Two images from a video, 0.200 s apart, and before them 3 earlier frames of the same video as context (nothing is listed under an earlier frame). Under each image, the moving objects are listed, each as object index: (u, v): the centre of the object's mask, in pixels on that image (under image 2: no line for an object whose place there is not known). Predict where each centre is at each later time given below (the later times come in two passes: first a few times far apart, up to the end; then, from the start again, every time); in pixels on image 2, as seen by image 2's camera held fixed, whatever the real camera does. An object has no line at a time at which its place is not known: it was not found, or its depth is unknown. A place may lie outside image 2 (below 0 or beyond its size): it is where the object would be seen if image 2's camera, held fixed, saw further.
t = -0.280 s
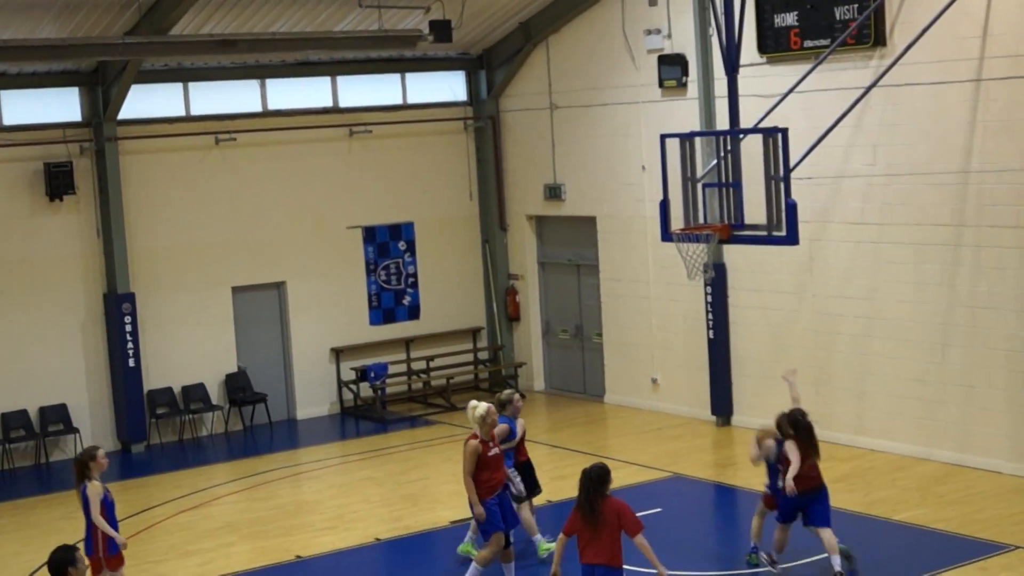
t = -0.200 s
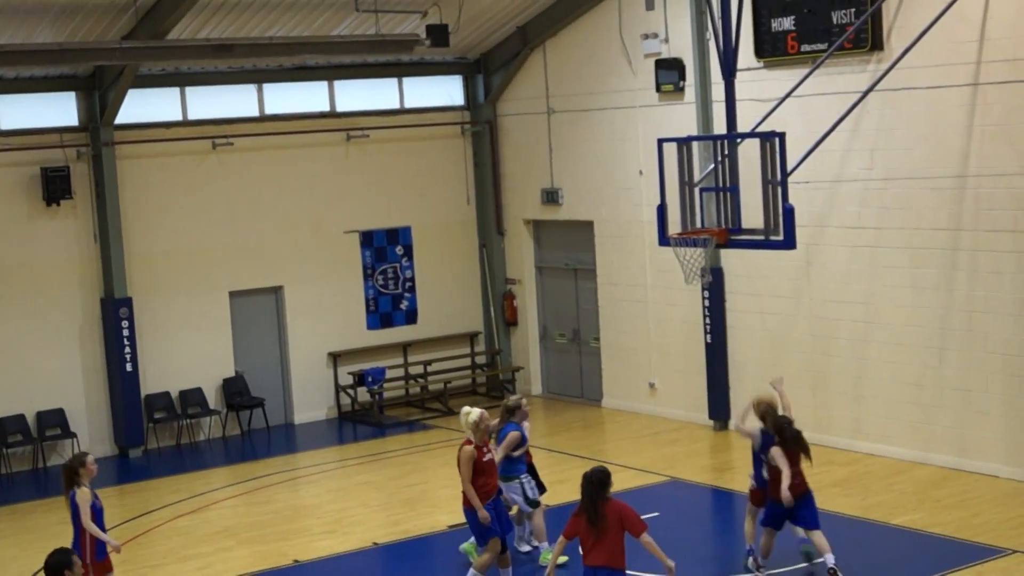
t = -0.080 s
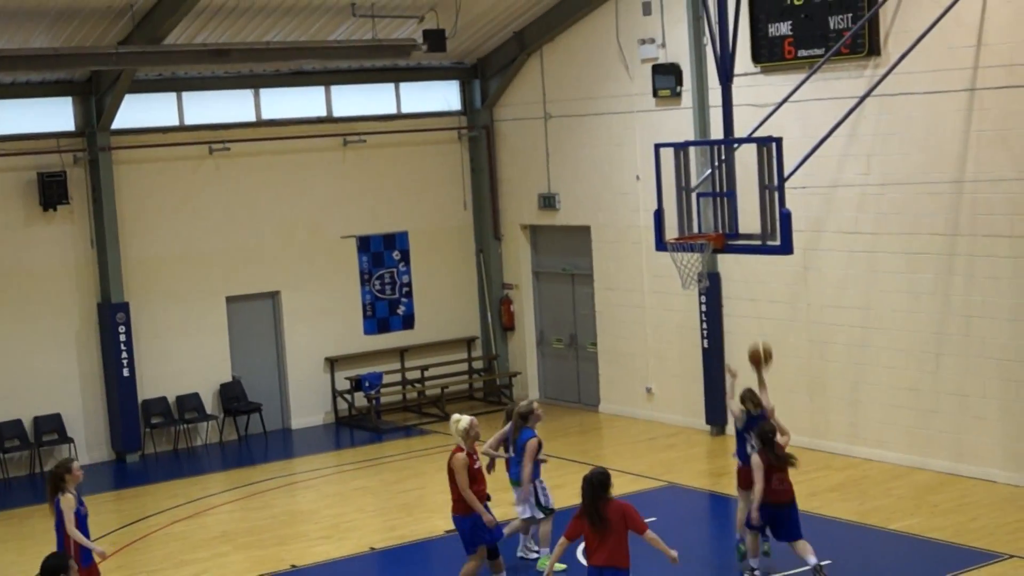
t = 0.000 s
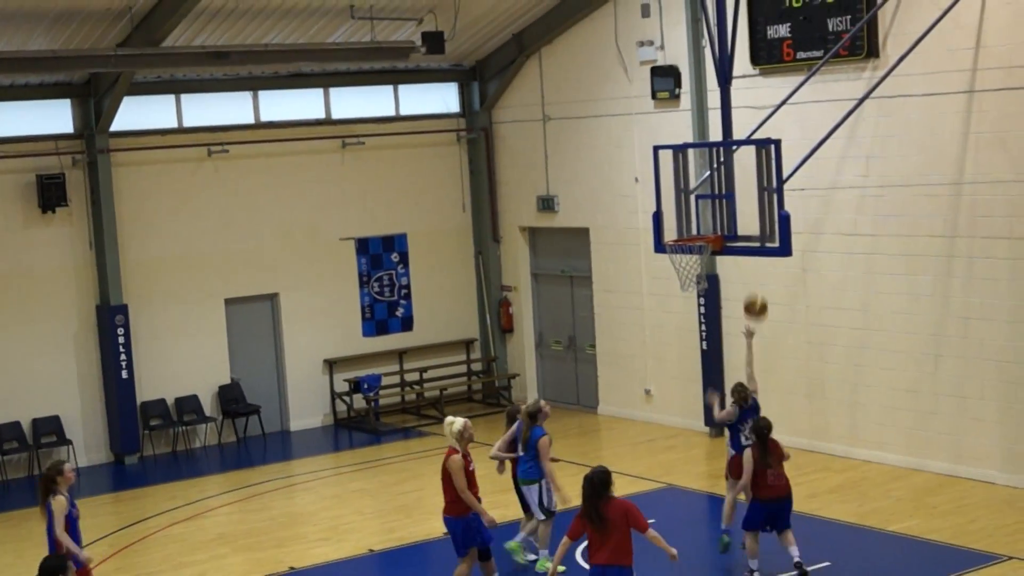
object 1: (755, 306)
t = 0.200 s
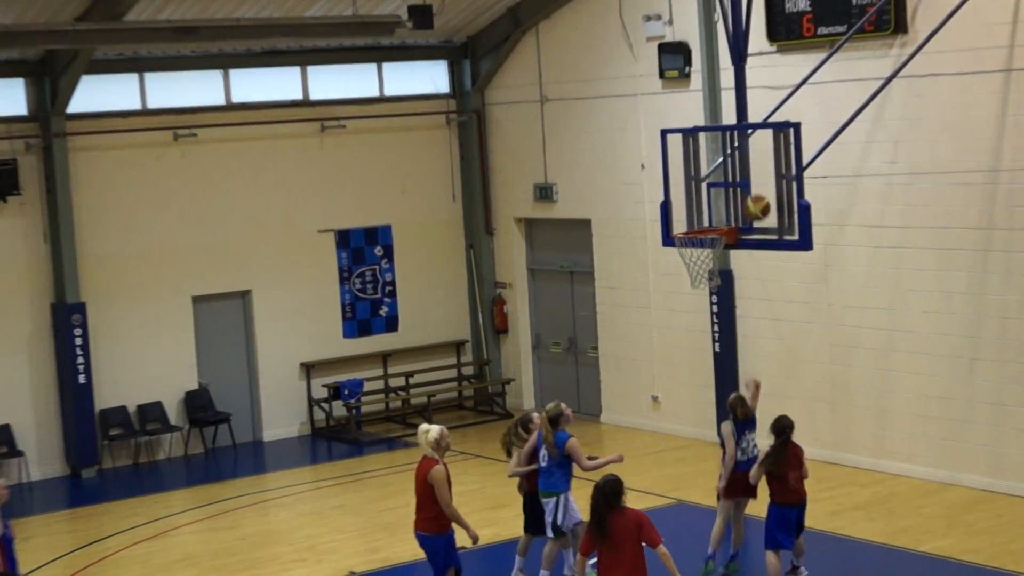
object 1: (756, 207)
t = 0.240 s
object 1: (750, 199)
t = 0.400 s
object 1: (723, 182)
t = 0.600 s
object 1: (694, 201)
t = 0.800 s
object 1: (689, 218)
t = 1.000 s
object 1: (703, 238)
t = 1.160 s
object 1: (709, 263)
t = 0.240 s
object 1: (750, 199)
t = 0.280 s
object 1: (743, 192)
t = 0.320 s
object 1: (736, 187)
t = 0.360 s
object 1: (729, 183)
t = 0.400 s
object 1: (723, 182)
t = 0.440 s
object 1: (717, 182)
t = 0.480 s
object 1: (712, 185)
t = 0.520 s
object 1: (705, 188)
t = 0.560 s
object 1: (699, 194)
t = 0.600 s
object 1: (694, 201)
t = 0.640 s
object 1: (688, 210)
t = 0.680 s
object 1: (682, 221)
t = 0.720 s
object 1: (684, 221)
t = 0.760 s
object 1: (687, 219)
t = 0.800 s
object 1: (689, 218)
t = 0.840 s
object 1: (692, 219)
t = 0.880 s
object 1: (695, 221)
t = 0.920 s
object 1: (697, 223)
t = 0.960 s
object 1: (699, 226)
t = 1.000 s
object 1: (703, 238)
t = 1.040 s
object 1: (705, 246)
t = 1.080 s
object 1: (708, 253)
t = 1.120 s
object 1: (708, 257)
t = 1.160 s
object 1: (709, 263)
